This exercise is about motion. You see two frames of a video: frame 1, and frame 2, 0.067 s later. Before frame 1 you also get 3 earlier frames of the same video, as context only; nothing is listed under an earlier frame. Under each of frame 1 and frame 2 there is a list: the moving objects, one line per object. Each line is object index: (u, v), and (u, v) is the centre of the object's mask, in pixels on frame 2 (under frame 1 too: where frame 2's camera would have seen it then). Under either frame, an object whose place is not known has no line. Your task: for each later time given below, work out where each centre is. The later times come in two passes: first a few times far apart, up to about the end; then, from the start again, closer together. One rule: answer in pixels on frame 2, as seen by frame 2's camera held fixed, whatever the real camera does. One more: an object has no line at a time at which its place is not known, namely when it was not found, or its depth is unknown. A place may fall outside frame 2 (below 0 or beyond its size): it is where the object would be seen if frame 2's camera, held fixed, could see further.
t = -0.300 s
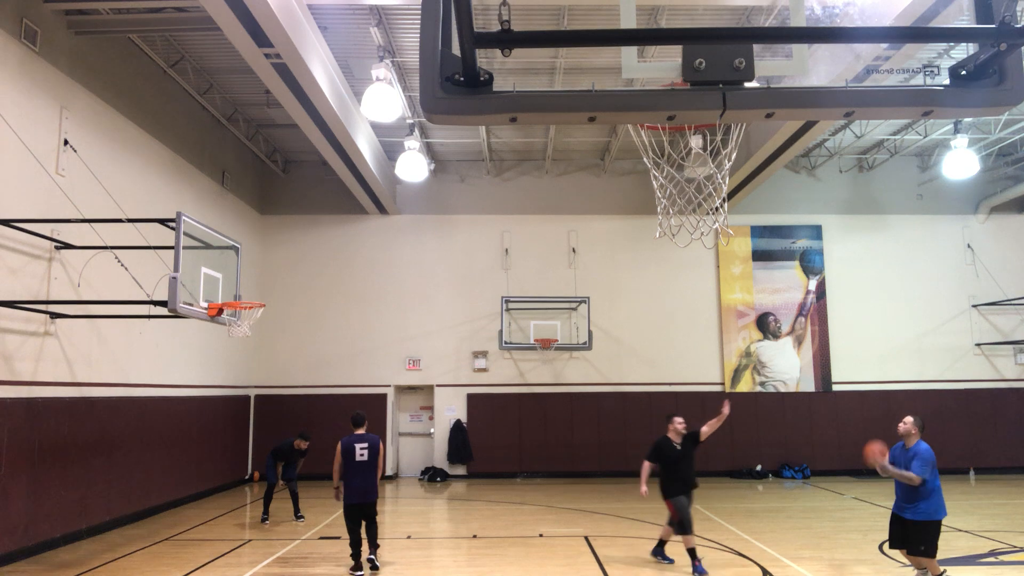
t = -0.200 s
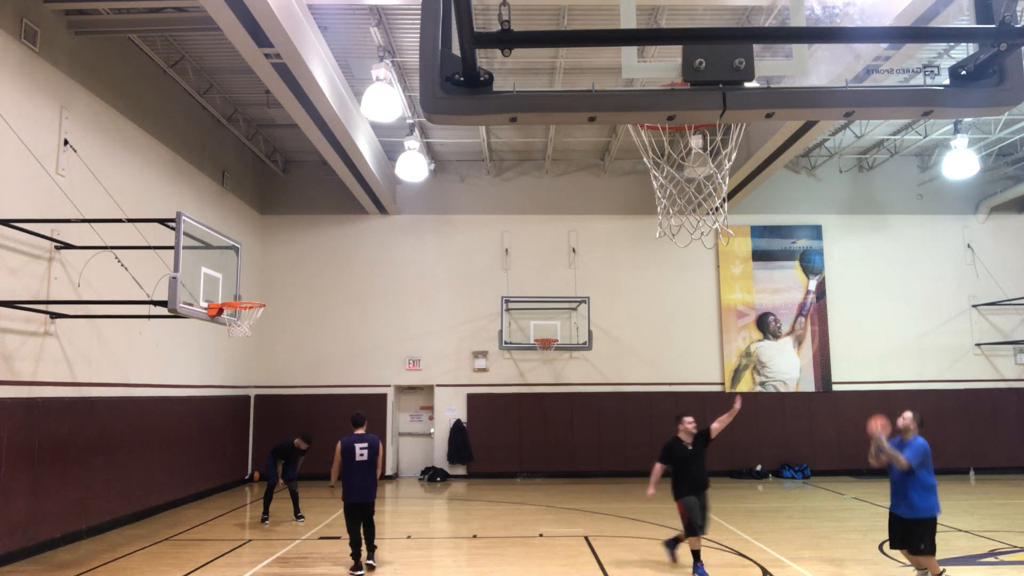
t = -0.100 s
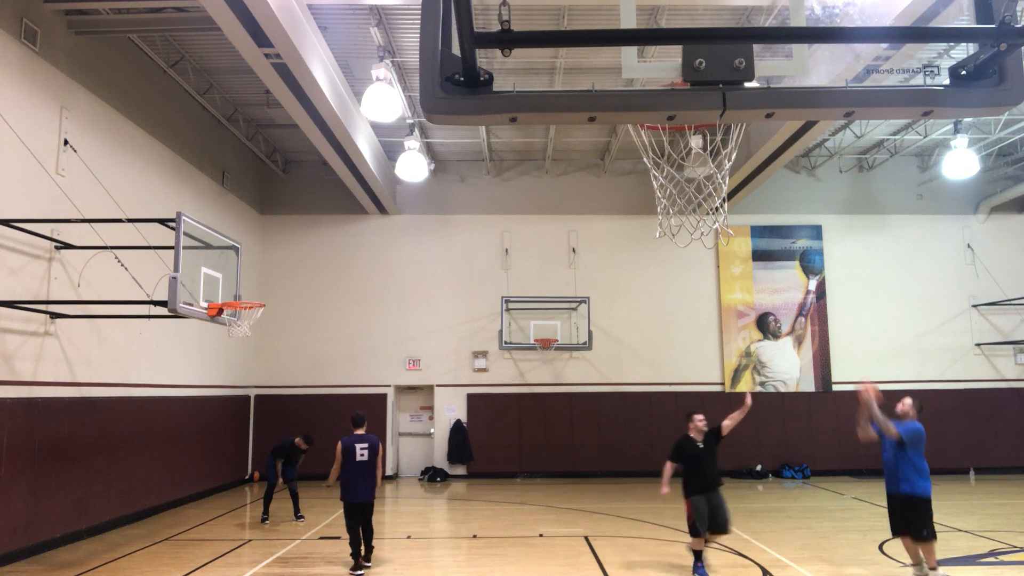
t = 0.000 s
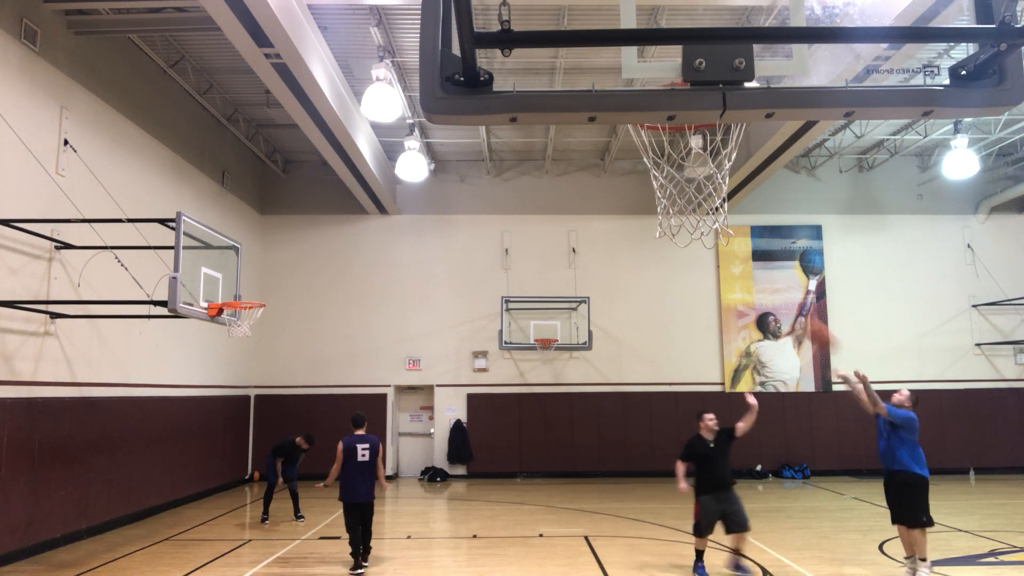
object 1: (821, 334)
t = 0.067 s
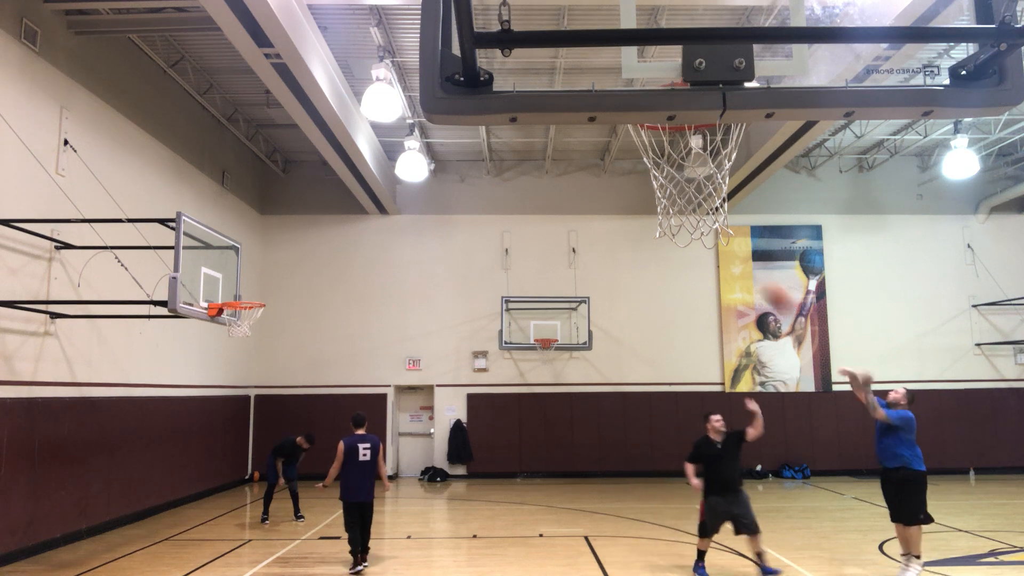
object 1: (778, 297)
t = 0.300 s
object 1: (643, 208)
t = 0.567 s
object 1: (512, 173)
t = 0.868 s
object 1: (380, 200)
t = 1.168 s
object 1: (254, 293)
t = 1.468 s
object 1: (242, 334)
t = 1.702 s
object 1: (258, 380)
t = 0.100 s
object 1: (757, 280)
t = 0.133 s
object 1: (737, 265)
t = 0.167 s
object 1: (719, 252)
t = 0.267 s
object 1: (660, 216)
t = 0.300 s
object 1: (643, 208)
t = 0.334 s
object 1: (627, 201)
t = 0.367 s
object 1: (610, 194)
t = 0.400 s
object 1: (592, 188)
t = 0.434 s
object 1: (576, 183)
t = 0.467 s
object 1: (560, 179)
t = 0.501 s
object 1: (544, 176)
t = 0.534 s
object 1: (529, 174)
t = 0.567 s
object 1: (512, 173)
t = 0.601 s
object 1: (496, 173)
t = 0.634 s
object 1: (481, 173)
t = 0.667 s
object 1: (466, 175)
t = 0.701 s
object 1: (451, 177)
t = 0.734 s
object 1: (437, 181)
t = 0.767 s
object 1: (424, 185)
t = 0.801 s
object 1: (407, 190)
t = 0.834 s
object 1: (393, 195)
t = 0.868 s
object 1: (380, 200)
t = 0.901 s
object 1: (365, 209)
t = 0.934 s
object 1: (352, 216)
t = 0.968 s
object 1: (337, 225)
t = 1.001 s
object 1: (323, 234)
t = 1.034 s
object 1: (309, 245)
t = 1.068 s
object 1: (295, 257)
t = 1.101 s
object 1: (281, 269)
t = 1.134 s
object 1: (267, 282)
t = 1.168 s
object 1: (254, 293)
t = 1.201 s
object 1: (245, 313)
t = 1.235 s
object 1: (228, 320)
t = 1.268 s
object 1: (228, 320)
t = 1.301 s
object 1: (229, 321)
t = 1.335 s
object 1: (231, 323)
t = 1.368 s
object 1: (234, 325)
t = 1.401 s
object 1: (236, 328)
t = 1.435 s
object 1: (239, 330)
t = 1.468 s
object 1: (242, 334)
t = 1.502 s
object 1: (245, 338)
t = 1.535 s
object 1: (247, 342)
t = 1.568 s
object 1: (249, 348)
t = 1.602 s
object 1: (251, 355)
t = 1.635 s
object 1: (254, 363)
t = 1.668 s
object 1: (256, 371)
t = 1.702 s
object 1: (258, 380)
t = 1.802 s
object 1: (265, 416)
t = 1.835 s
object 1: (267, 430)
